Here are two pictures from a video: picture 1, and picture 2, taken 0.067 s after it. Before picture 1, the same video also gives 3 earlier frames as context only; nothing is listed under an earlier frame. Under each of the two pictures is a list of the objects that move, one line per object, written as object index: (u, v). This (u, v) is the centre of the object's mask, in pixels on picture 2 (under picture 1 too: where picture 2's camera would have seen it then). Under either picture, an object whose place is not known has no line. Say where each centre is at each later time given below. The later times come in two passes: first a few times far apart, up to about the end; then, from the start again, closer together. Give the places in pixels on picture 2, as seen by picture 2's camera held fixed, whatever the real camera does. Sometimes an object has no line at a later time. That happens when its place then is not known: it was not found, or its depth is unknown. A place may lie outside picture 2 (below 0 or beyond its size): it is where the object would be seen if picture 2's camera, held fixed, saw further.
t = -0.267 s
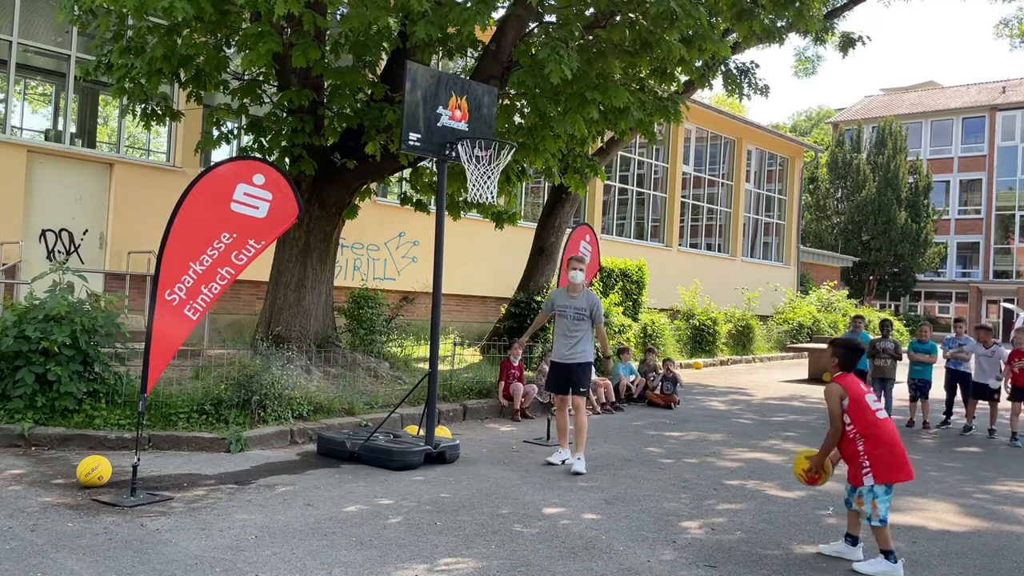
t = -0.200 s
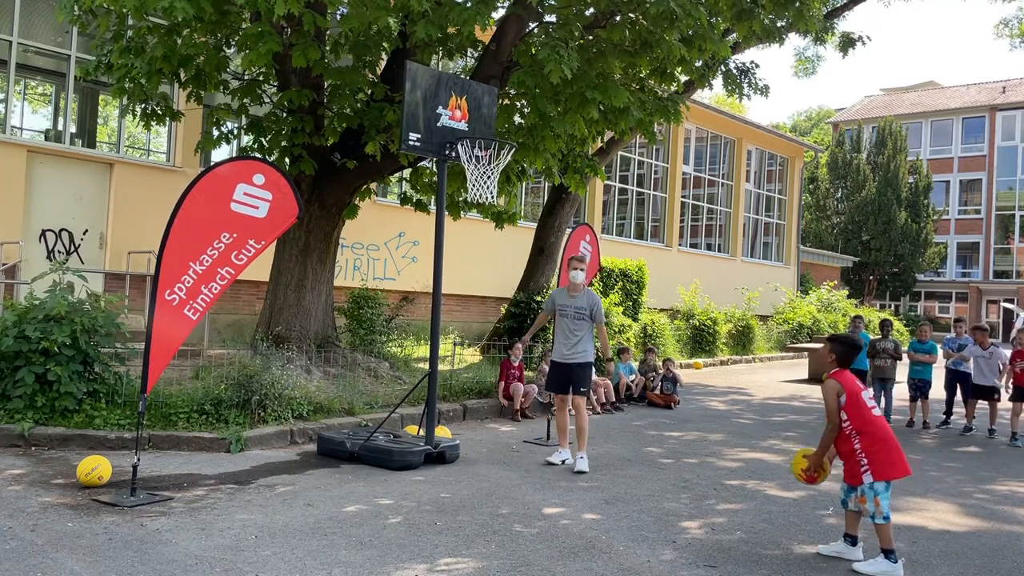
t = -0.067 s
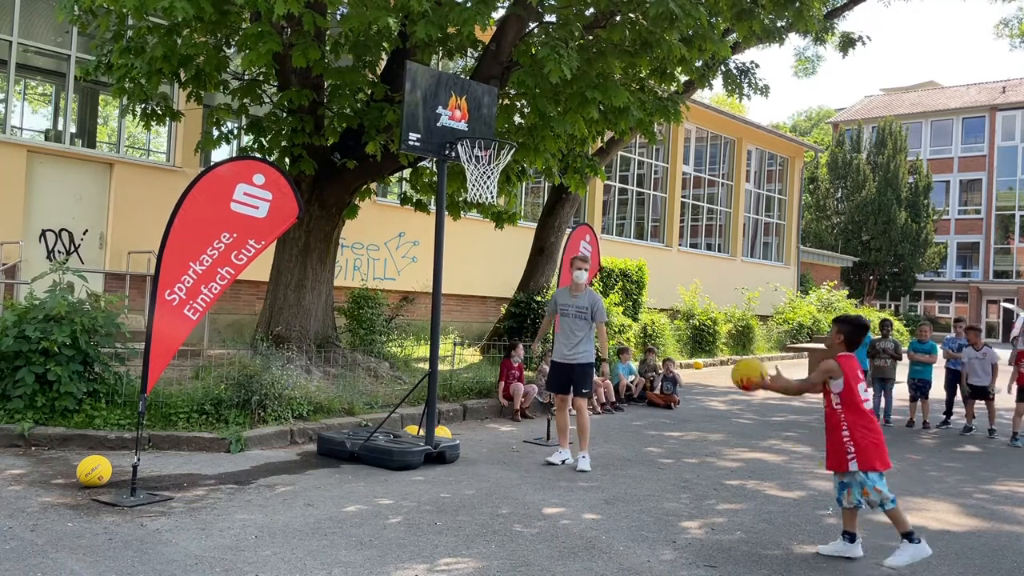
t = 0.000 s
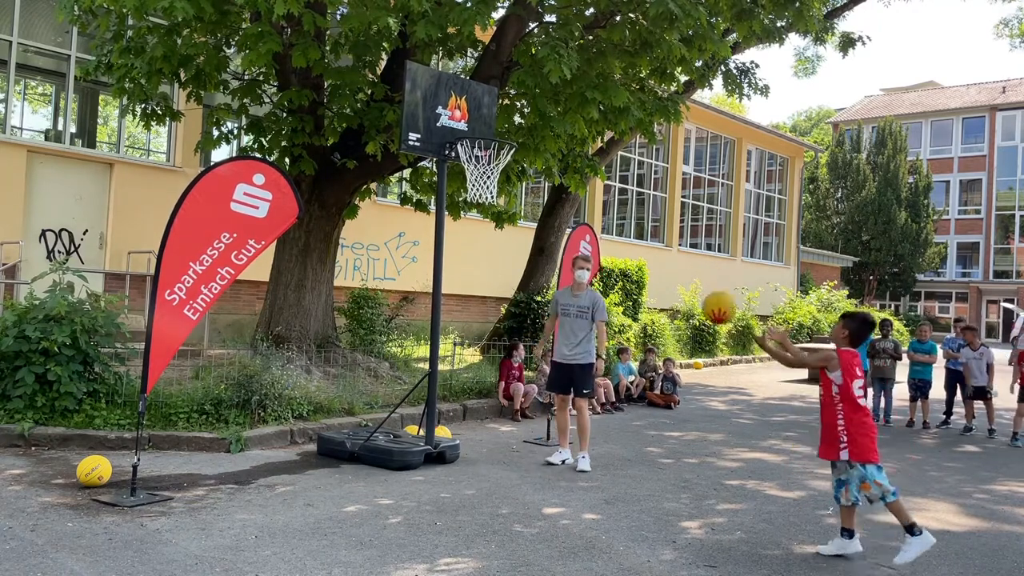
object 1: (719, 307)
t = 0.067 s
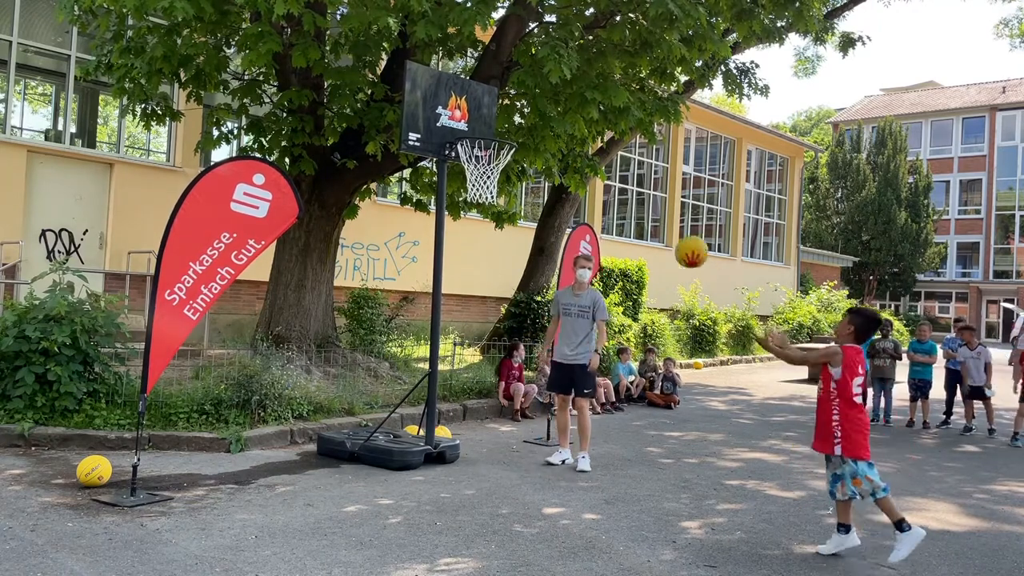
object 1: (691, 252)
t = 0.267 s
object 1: (620, 140)
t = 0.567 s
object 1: (529, 99)
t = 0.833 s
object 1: (486, 141)
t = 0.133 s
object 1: (666, 206)
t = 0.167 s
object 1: (654, 186)
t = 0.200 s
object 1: (642, 169)
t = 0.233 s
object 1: (631, 154)
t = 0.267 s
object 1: (620, 140)
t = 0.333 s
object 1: (598, 120)
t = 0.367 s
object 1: (588, 112)
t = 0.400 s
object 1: (578, 106)
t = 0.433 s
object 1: (567, 101)
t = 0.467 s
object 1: (558, 99)
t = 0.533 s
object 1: (539, 97)
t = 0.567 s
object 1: (529, 99)
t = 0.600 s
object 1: (520, 102)
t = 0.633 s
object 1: (511, 106)
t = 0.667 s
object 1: (502, 112)
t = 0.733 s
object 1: (485, 126)
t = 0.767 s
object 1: (477, 136)
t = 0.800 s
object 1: (478, 140)
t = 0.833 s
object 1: (486, 141)
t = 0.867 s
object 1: (494, 142)
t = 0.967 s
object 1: (481, 150)
